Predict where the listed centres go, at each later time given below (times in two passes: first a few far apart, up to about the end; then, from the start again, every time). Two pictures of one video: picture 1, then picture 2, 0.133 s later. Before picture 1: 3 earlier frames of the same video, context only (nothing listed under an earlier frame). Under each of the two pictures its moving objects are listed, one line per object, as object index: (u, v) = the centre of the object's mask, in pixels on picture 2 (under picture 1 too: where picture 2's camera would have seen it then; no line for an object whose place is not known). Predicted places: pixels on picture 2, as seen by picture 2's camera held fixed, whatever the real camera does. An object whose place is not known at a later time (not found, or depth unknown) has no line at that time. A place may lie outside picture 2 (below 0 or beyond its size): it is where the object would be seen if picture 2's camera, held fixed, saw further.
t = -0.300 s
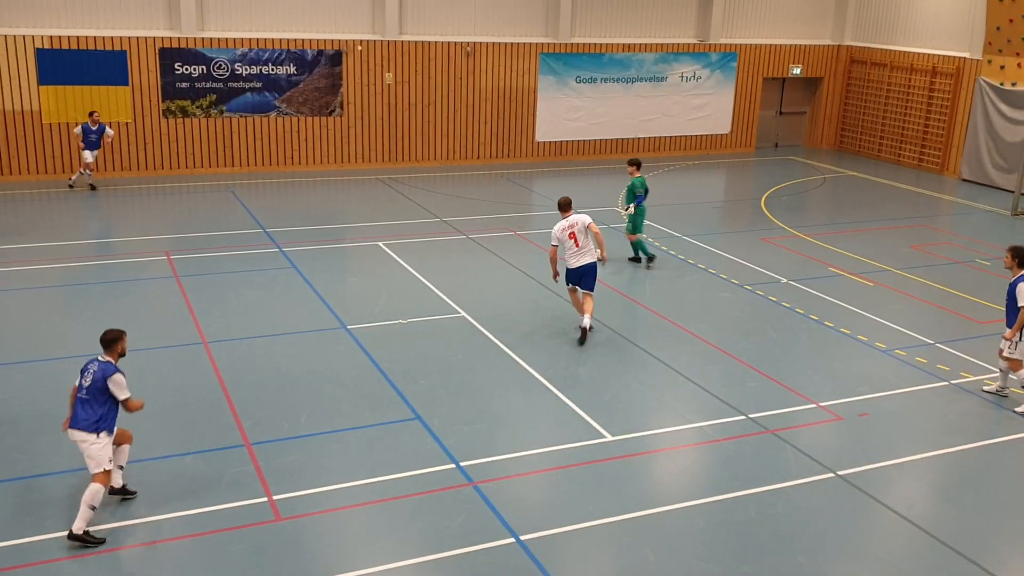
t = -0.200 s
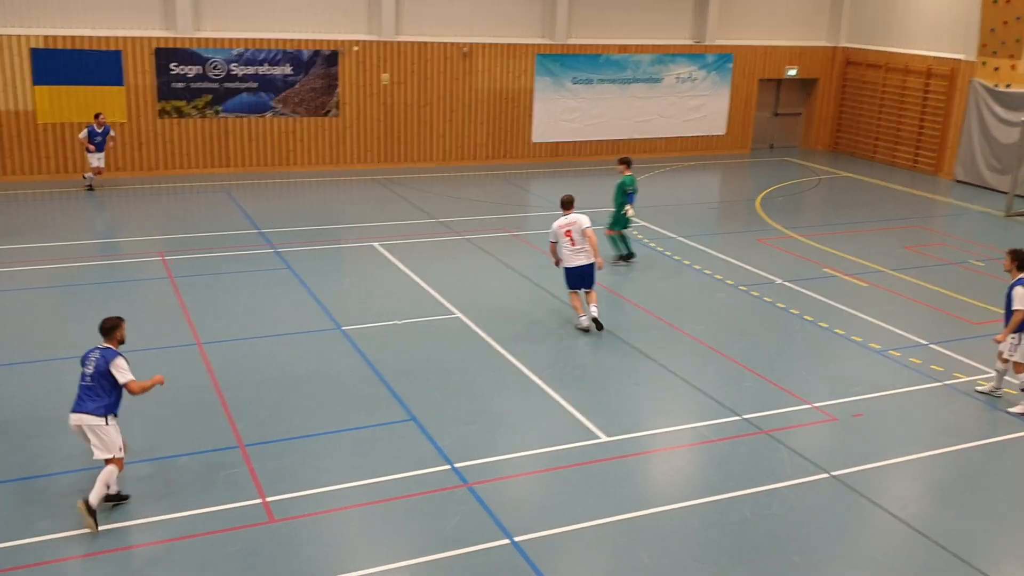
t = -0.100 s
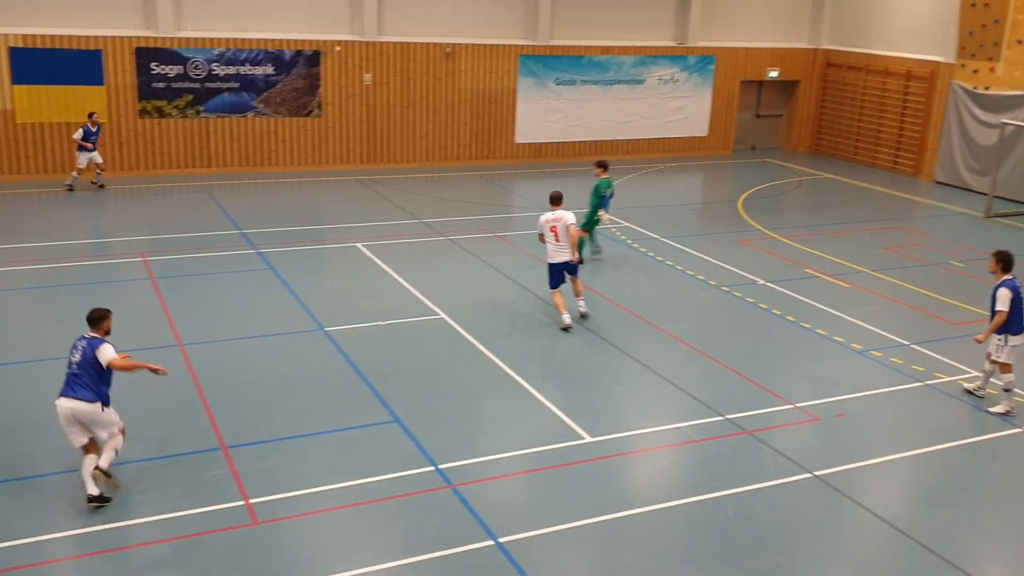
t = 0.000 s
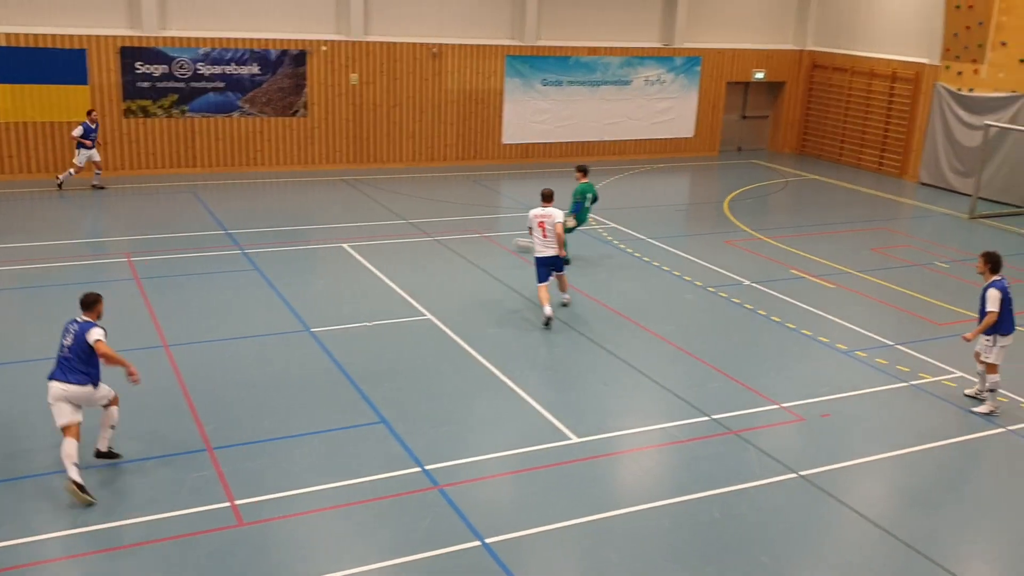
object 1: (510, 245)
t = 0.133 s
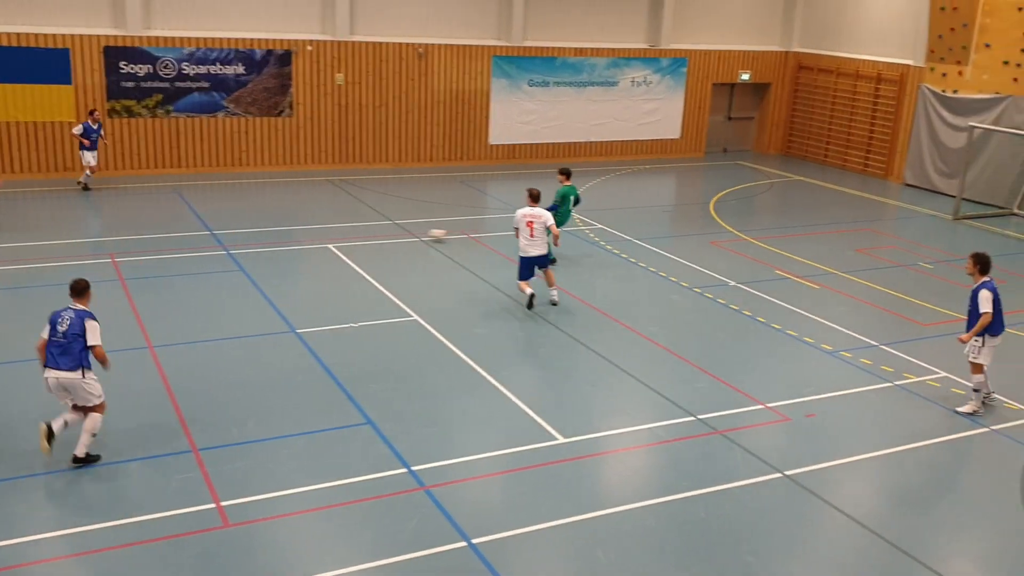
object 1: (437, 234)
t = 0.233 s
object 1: (390, 228)
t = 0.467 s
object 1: (293, 214)
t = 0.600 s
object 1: (247, 208)
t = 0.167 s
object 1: (420, 233)
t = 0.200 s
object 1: (404, 231)
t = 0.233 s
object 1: (390, 228)
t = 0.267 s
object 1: (374, 226)
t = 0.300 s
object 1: (359, 225)
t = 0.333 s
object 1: (345, 222)
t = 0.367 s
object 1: (331, 220)
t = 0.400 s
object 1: (318, 219)
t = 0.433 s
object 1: (305, 216)
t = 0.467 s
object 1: (293, 214)
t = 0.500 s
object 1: (281, 213)
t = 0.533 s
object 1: (269, 211)
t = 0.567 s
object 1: (258, 210)
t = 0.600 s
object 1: (247, 208)
